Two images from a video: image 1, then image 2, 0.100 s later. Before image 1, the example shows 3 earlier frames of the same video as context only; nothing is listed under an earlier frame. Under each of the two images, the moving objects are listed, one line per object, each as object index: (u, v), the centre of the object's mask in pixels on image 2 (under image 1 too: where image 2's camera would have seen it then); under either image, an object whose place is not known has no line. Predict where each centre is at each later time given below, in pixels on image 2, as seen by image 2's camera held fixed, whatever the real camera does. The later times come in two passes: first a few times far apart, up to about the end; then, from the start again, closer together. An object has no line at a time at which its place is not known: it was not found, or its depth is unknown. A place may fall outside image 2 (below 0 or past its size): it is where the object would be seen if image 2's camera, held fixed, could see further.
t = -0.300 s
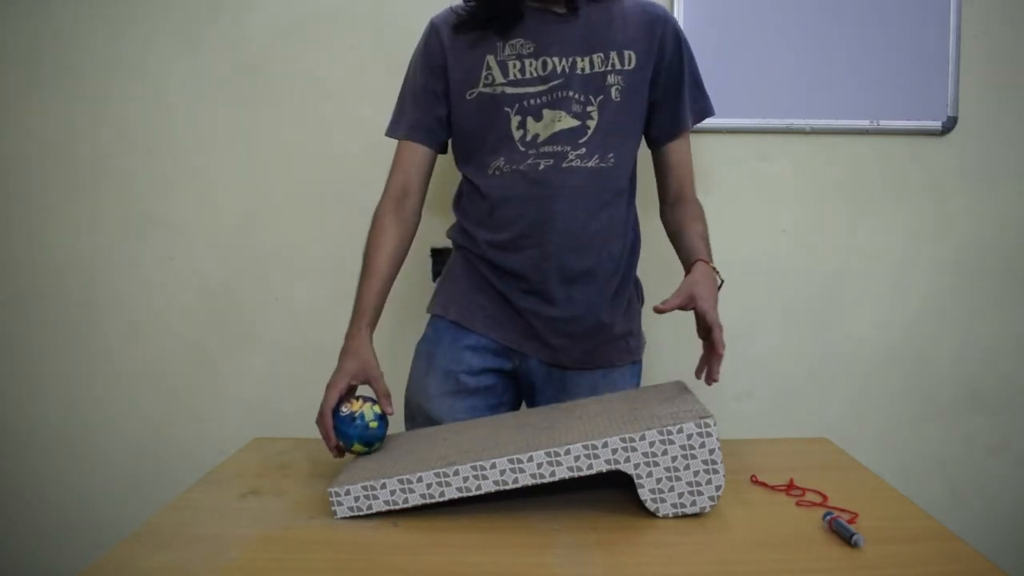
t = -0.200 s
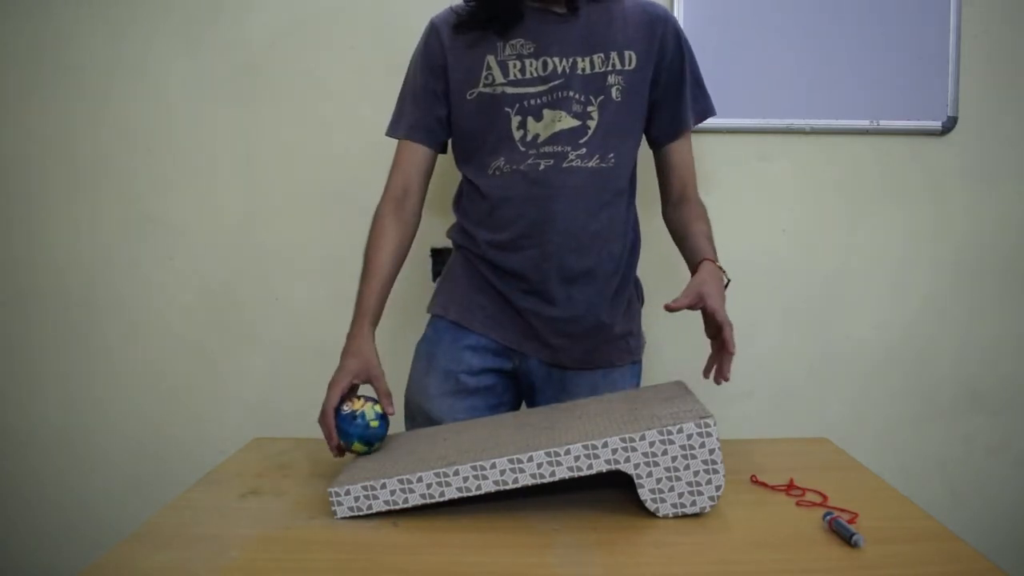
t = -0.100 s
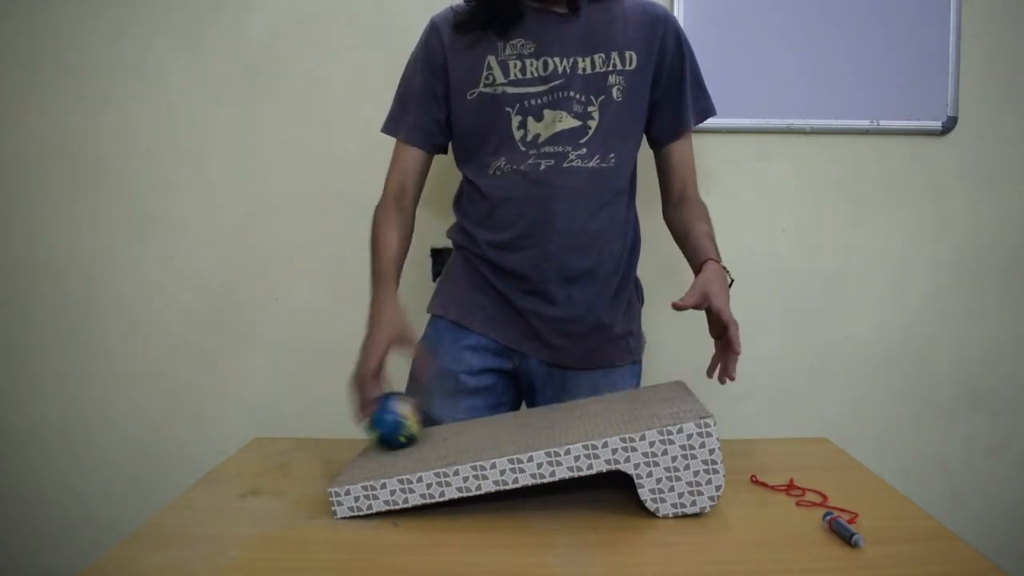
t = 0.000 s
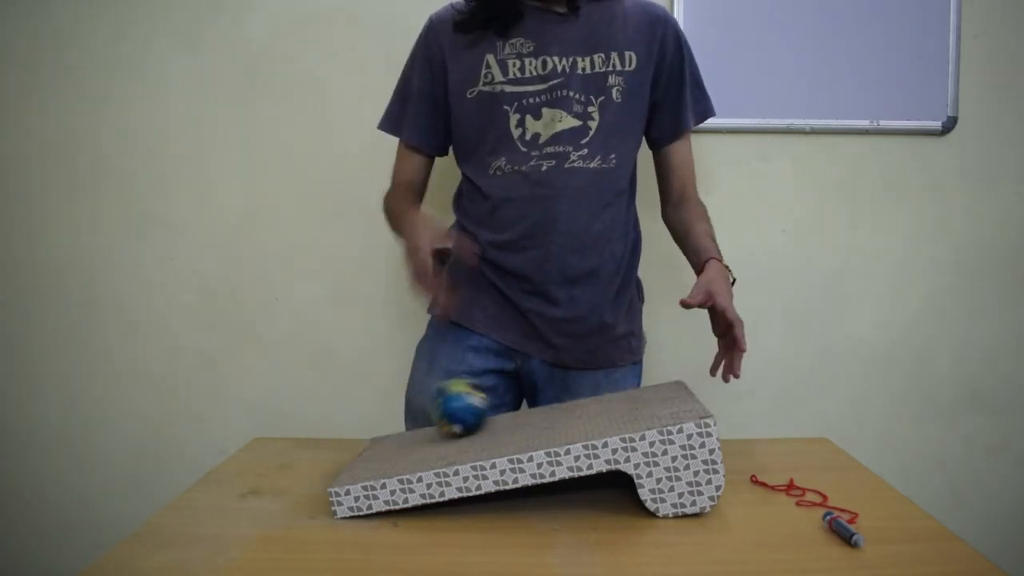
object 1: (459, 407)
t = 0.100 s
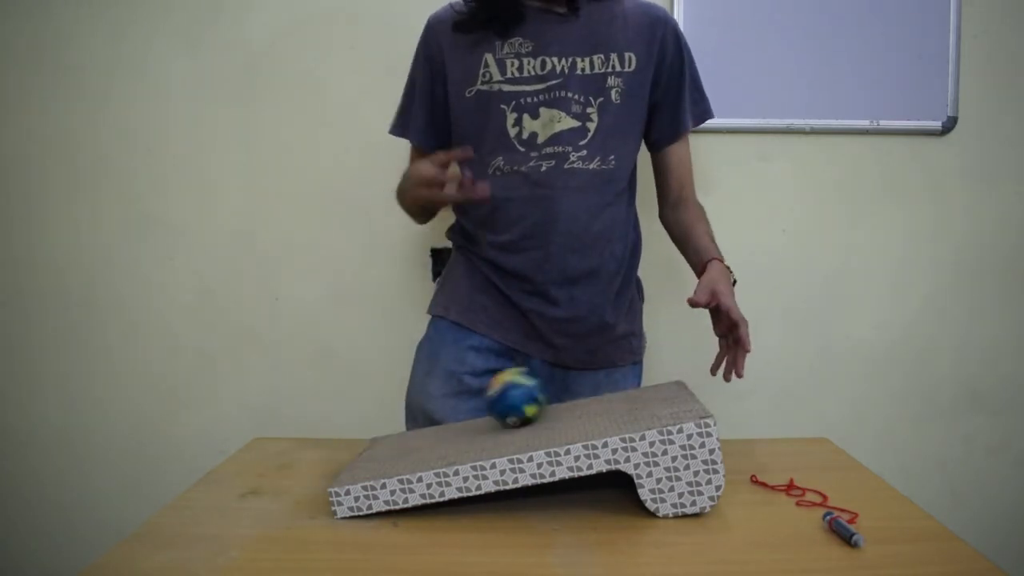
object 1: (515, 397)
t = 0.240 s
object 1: (585, 386)
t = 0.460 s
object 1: (650, 373)
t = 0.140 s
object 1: (537, 393)
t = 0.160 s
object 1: (547, 392)
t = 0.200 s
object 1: (565, 391)
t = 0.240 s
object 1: (585, 386)
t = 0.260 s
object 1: (593, 385)
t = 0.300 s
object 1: (607, 381)
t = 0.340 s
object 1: (621, 377)
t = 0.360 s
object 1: (626, 376)
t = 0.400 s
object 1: (636, 374)
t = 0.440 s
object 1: (646, 373)
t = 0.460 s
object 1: (650, 373)
